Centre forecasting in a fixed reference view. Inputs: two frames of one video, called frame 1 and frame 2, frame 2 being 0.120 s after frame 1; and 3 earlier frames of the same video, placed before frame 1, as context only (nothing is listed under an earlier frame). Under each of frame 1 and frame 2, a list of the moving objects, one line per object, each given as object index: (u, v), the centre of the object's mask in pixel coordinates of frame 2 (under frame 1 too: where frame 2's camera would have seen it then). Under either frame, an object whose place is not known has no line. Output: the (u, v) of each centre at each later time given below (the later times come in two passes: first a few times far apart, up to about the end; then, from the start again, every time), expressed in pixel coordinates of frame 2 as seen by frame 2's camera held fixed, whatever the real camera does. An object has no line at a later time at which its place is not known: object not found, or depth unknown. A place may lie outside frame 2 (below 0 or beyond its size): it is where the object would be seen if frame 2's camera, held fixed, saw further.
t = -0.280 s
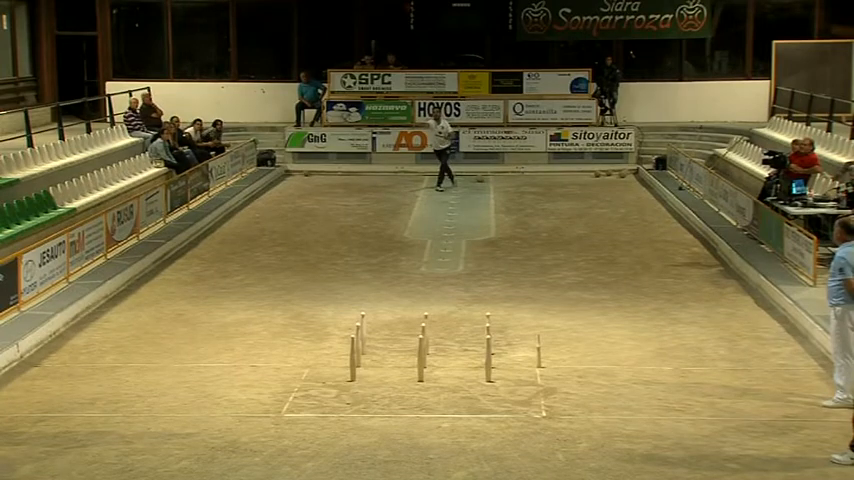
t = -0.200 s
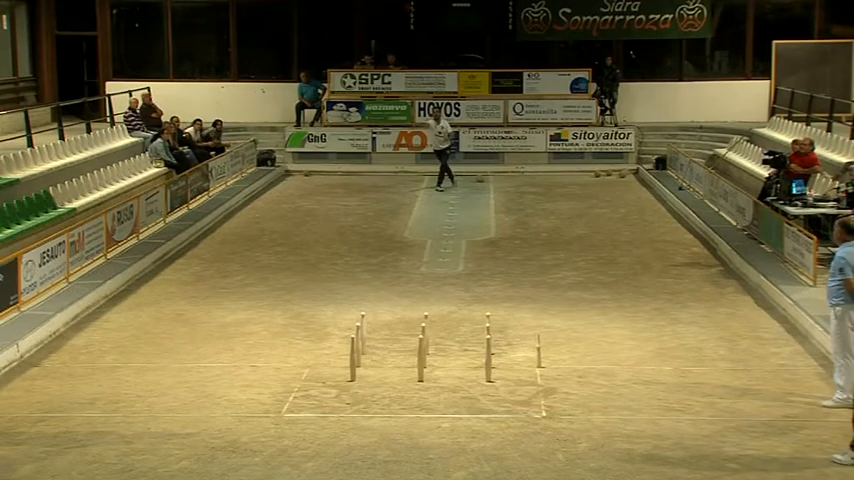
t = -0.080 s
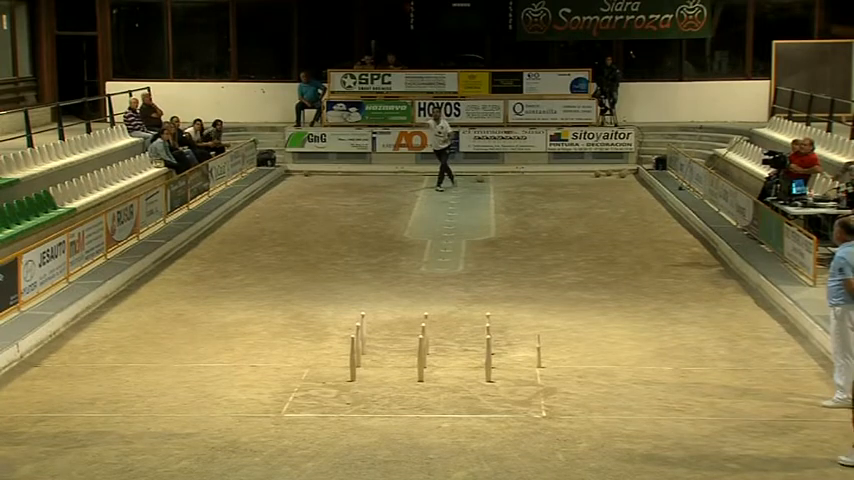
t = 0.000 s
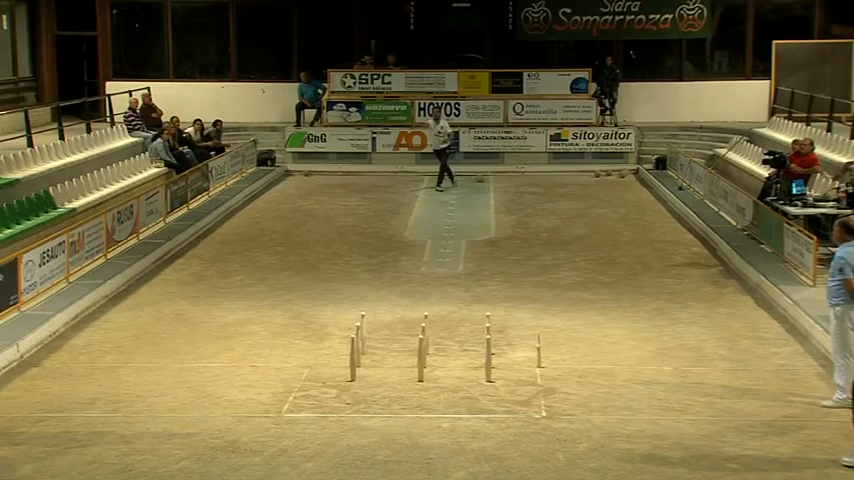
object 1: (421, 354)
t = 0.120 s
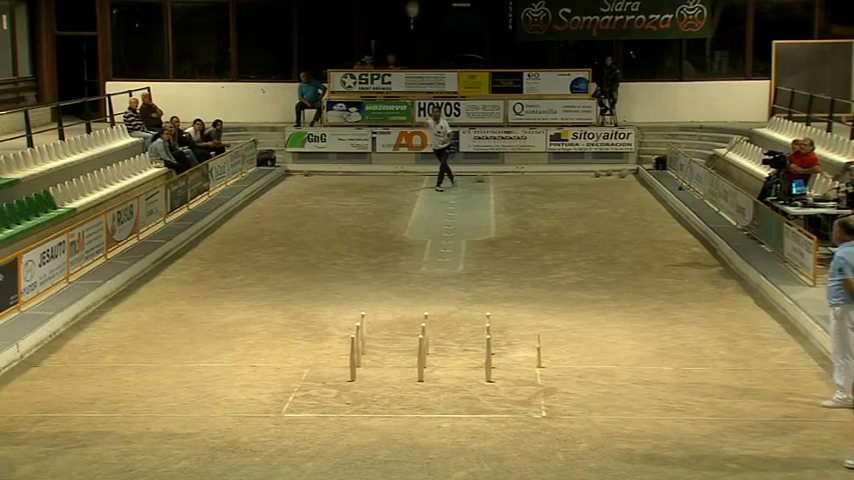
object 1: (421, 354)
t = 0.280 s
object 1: (421, 354)
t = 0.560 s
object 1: (421, 354)
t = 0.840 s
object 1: (422, 354)
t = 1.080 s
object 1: (428, 363)
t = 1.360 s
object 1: (456, 387)
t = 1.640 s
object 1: (480, 426)
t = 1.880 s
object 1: (486, 454)
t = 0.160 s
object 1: (421, 354)
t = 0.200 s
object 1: (421, 354)
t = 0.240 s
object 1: (421, 354)
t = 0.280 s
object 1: (421, 354)
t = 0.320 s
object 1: (421, 353)
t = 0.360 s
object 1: (421, 353)
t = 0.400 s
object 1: (421, 354)
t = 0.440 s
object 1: (421, 354)
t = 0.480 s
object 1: (421, 354)
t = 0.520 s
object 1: (421, 354)
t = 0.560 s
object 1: (421, 354)
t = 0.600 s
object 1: (422, 354)
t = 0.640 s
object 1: (421, 354)
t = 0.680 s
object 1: (421, 354)
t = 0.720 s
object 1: (421, 353)
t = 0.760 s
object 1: (421, 353)
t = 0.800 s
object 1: (421, 353)
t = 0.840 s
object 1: (422, 354)
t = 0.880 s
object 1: (421, 357)
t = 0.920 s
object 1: (420, 359)
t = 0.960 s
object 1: (420, 360)
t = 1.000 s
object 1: (422, 358)
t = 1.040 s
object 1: (425, 359)
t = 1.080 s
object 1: (428, 363)
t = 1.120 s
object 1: (448, 362)
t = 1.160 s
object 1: (436, 361)
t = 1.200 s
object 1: (438, 362)
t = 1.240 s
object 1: (442, 365)
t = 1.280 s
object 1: (447, 371)
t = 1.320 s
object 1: (451, 378)
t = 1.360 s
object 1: (456, 387)
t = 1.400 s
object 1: (461, 400)
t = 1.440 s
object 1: (466, 414)
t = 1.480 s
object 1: (469, 424)
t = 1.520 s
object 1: (473, 426)
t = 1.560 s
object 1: (477, 427)
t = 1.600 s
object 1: (478, 422)
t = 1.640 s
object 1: (480, 426)
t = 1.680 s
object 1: (482, 432)
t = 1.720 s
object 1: (483, 437)
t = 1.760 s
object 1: (482, 444)
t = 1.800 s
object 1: (487, 454)
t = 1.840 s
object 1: (486, 455)
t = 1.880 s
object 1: (486, 454)
